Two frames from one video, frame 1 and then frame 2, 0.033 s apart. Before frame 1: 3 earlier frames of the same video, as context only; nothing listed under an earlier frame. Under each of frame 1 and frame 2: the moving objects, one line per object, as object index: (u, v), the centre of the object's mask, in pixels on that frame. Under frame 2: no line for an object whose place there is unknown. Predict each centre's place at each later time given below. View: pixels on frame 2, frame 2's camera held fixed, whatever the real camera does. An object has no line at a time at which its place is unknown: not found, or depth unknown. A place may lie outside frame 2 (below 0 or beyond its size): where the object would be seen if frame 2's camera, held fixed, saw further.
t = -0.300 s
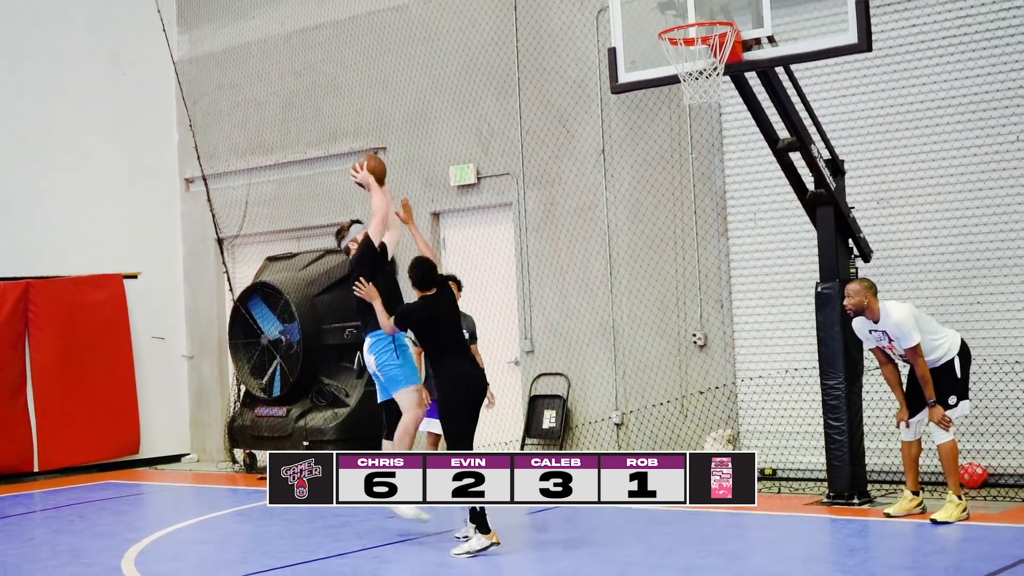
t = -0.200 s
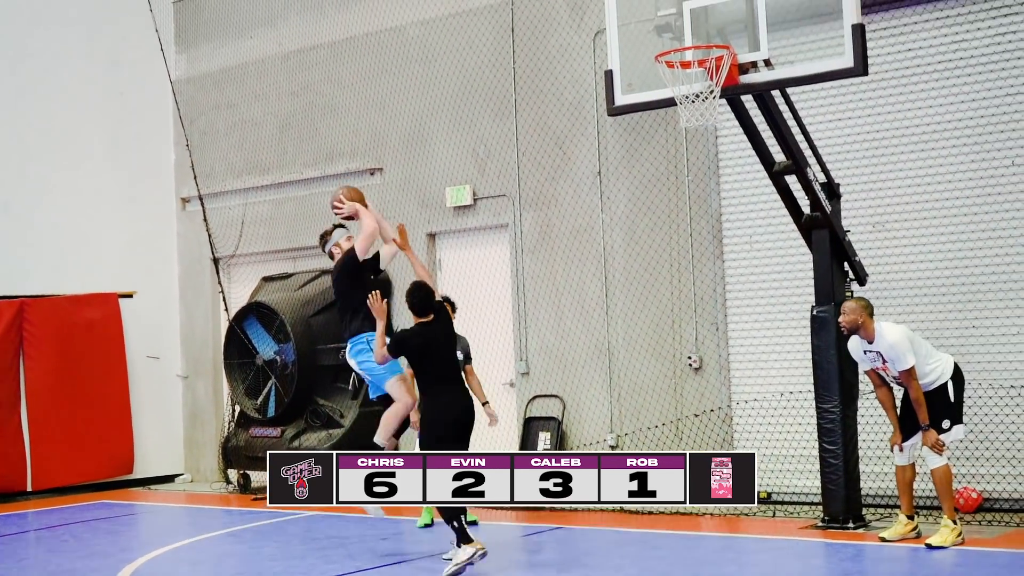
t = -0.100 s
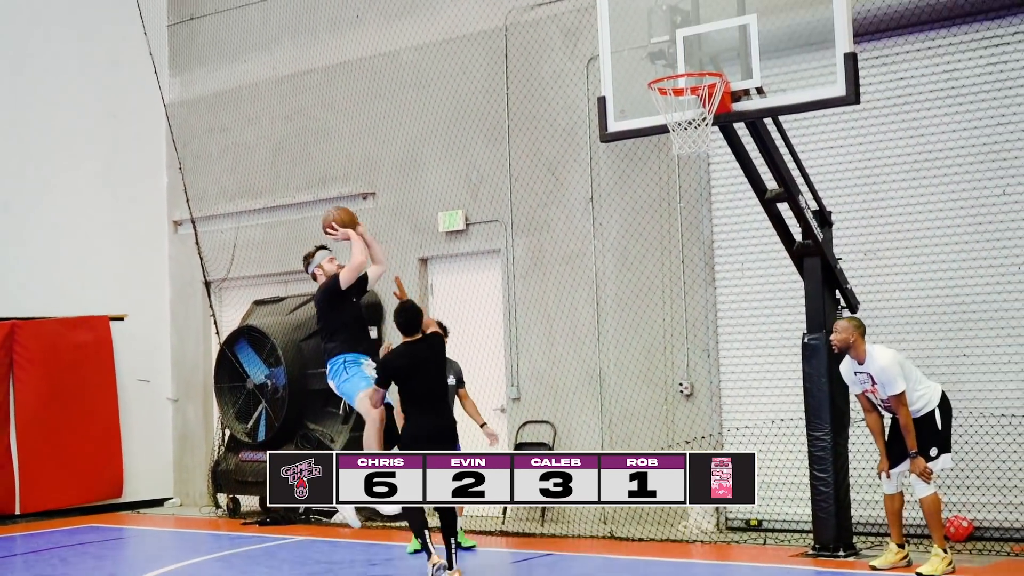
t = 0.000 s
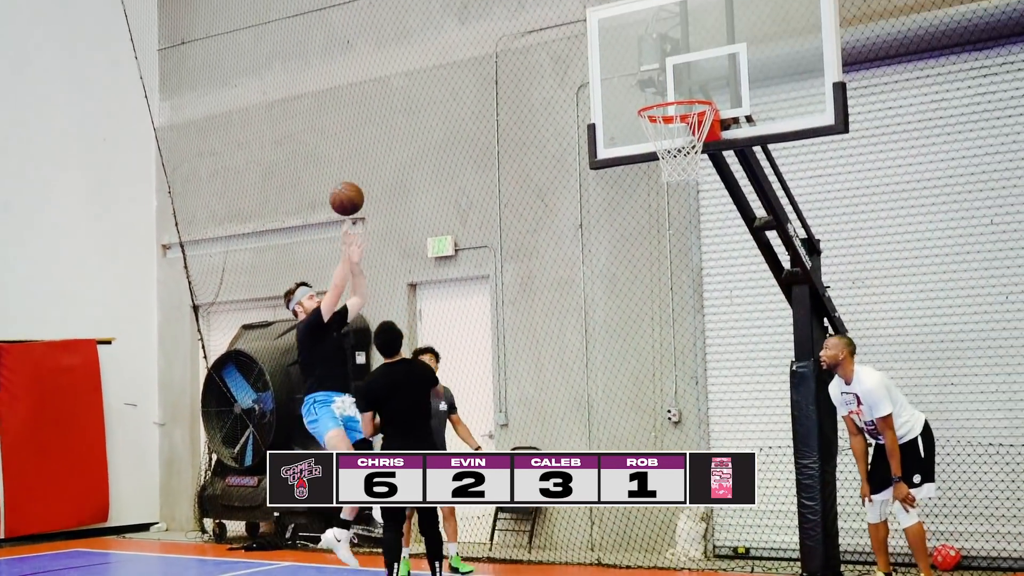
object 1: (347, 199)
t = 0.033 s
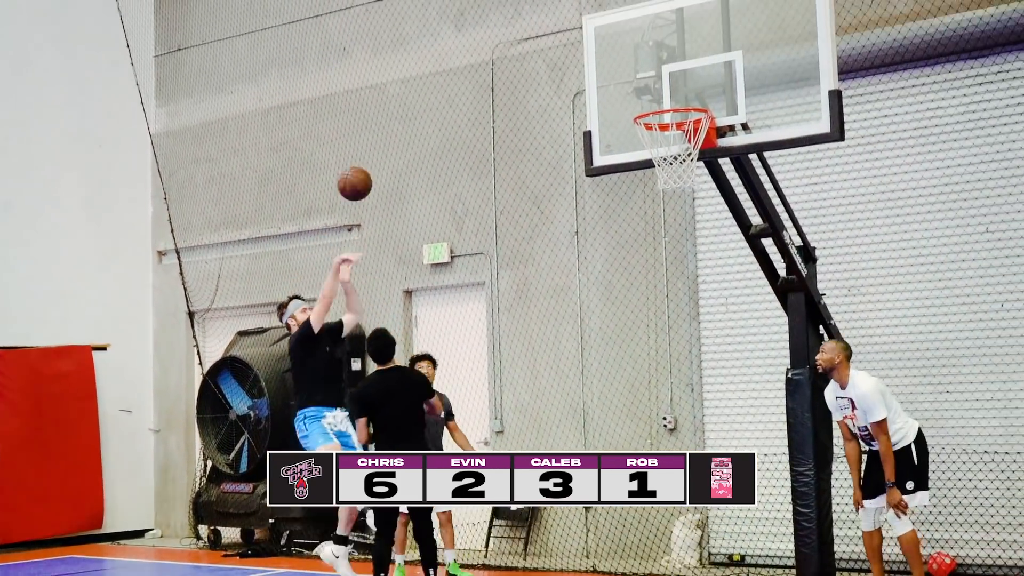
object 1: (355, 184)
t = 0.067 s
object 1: (367, 163)
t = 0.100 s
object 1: (380, 144)
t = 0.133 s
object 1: (393, 127)
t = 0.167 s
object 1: (405, 111)
